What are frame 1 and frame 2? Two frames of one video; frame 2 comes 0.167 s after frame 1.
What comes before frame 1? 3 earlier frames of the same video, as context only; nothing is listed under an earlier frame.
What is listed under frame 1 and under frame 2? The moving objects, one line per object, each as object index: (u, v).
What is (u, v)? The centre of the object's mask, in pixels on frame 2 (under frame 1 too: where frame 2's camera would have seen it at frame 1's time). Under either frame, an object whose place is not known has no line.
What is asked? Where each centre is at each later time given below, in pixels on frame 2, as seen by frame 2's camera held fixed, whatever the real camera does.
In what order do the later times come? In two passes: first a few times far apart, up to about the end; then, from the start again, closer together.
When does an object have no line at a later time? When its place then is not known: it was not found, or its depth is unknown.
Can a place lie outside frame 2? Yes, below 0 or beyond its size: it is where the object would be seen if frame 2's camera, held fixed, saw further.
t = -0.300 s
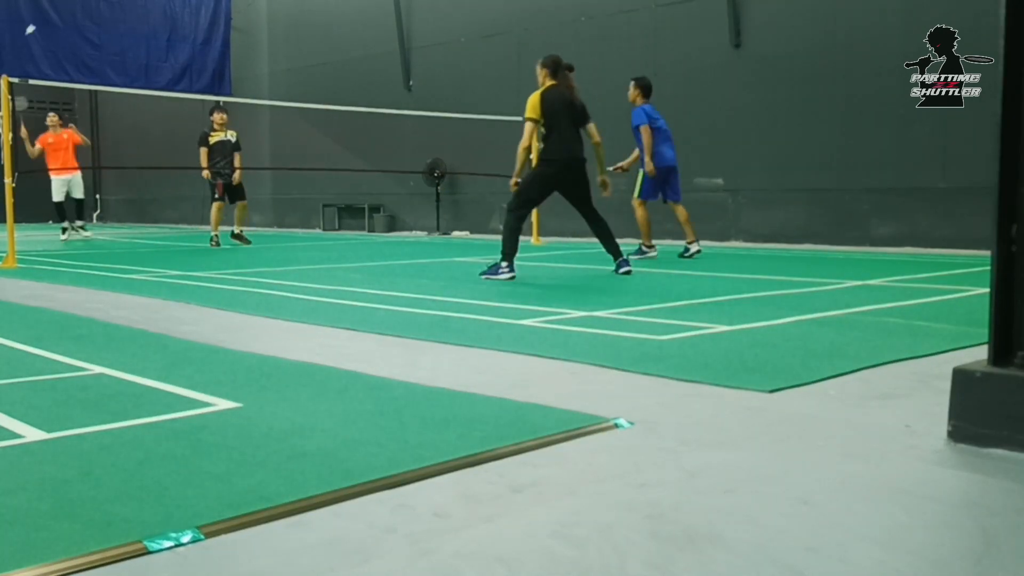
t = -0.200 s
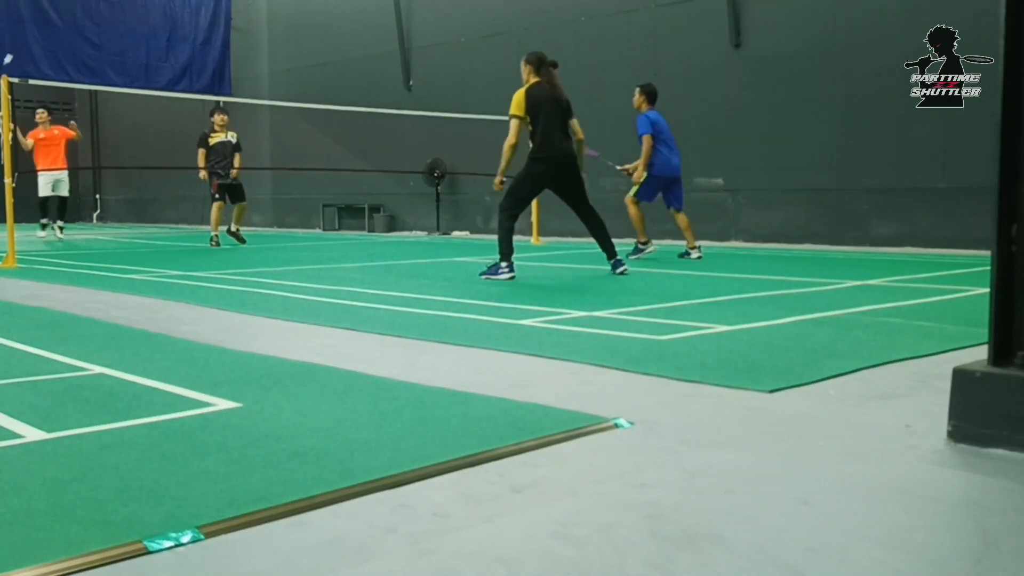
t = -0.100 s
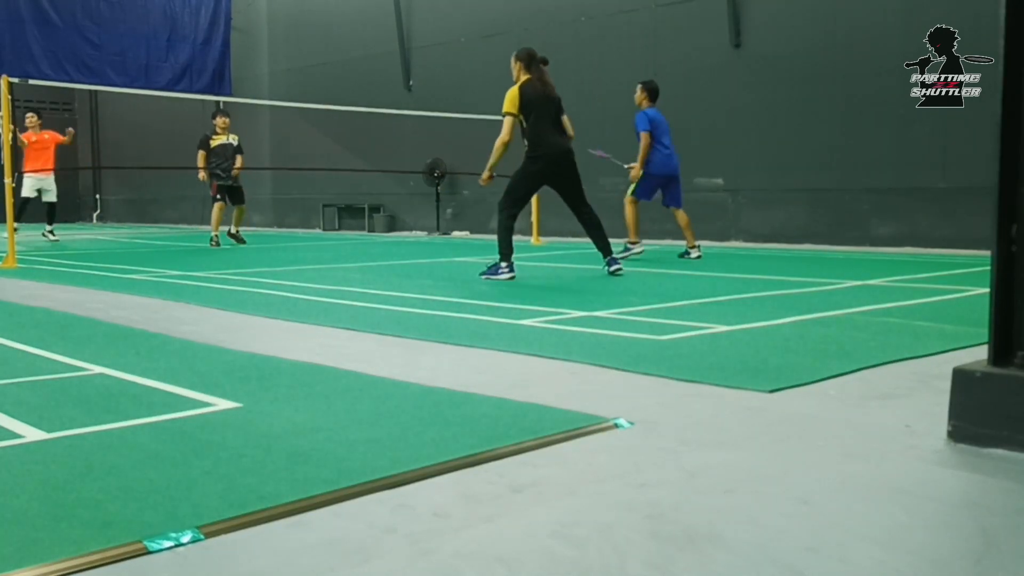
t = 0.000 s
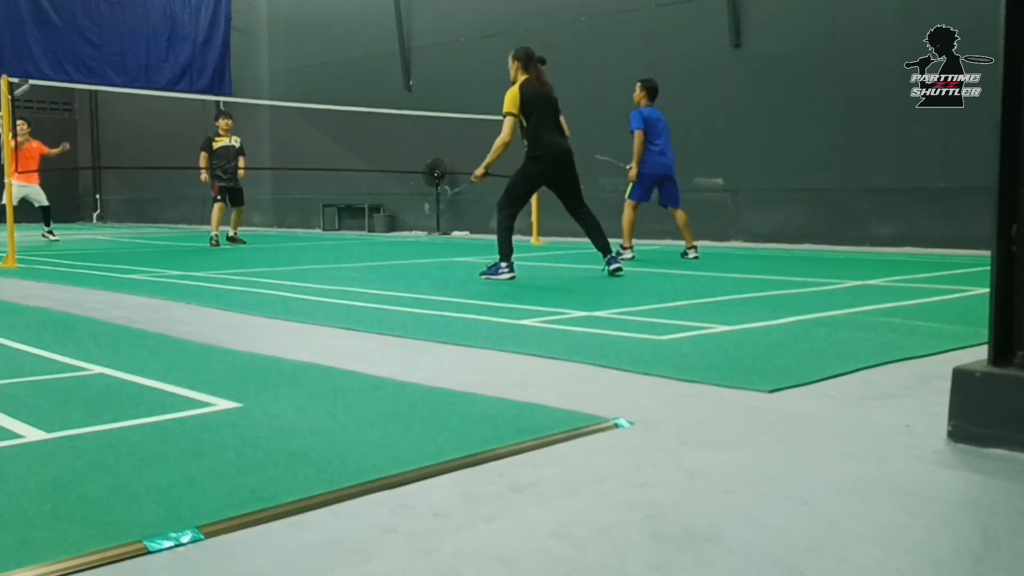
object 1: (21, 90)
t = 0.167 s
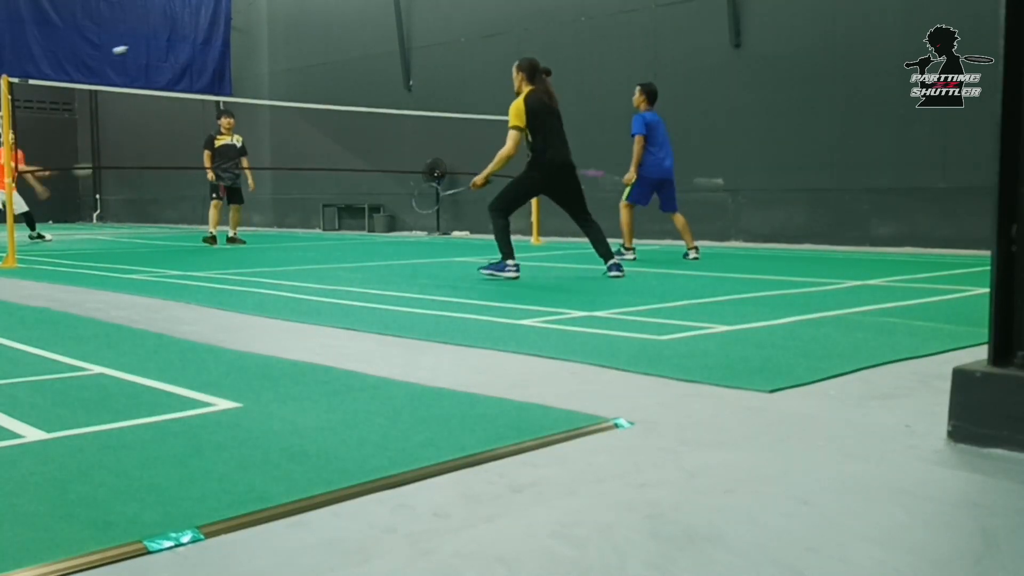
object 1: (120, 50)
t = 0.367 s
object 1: (215, 43)
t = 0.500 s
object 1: (269, 62)
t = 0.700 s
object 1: (340, 122)
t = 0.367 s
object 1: (215, 43)
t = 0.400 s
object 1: (229, 47)
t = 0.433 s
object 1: (242, 51)
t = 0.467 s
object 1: (256, 56)
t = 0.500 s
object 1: (269, 62)
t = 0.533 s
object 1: (282, 70)
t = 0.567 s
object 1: (294, 78)
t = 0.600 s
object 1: (306, 88)
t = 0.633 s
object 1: (317, 98)
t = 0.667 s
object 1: (329, 110)
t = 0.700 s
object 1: (340, 122)
